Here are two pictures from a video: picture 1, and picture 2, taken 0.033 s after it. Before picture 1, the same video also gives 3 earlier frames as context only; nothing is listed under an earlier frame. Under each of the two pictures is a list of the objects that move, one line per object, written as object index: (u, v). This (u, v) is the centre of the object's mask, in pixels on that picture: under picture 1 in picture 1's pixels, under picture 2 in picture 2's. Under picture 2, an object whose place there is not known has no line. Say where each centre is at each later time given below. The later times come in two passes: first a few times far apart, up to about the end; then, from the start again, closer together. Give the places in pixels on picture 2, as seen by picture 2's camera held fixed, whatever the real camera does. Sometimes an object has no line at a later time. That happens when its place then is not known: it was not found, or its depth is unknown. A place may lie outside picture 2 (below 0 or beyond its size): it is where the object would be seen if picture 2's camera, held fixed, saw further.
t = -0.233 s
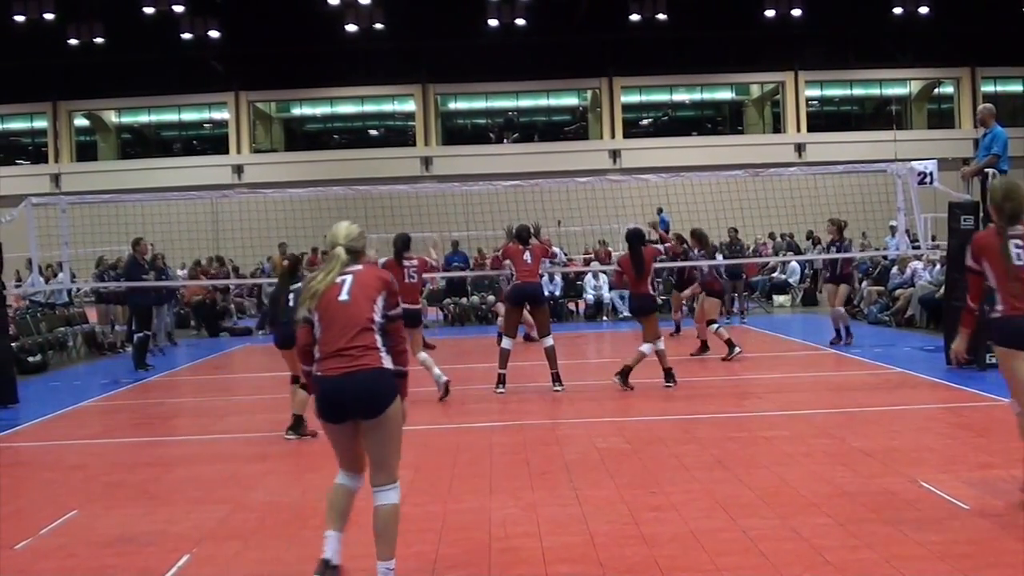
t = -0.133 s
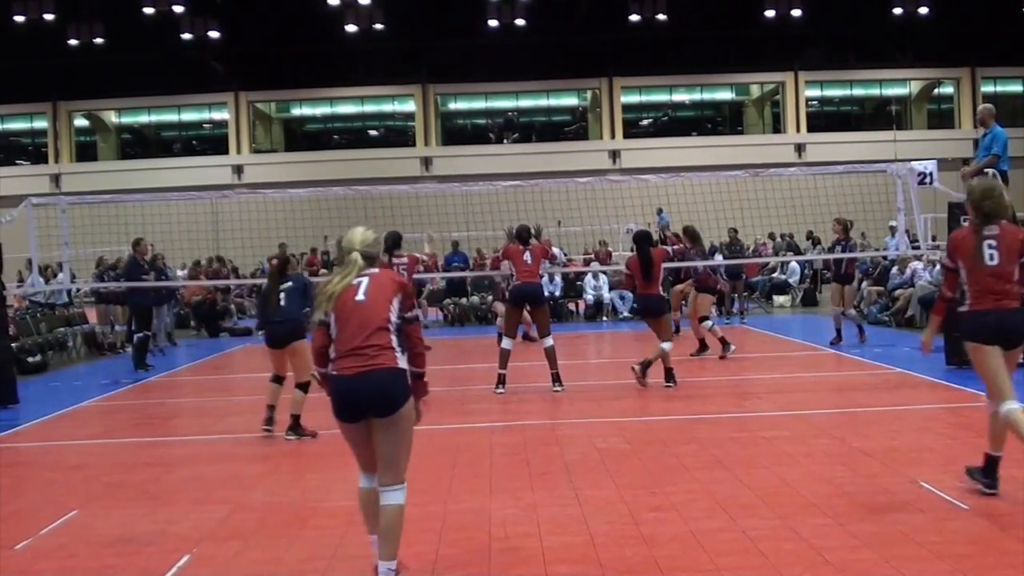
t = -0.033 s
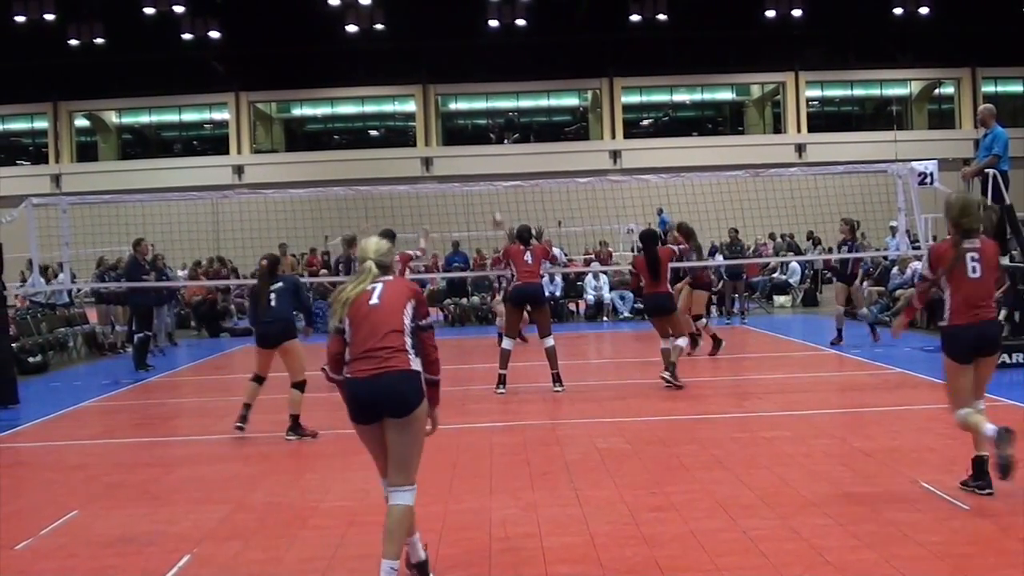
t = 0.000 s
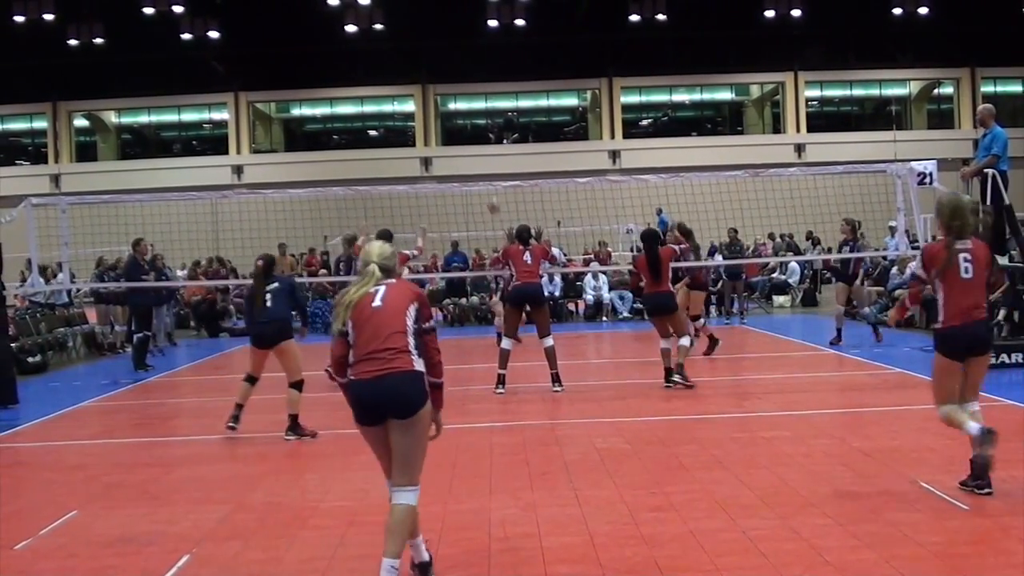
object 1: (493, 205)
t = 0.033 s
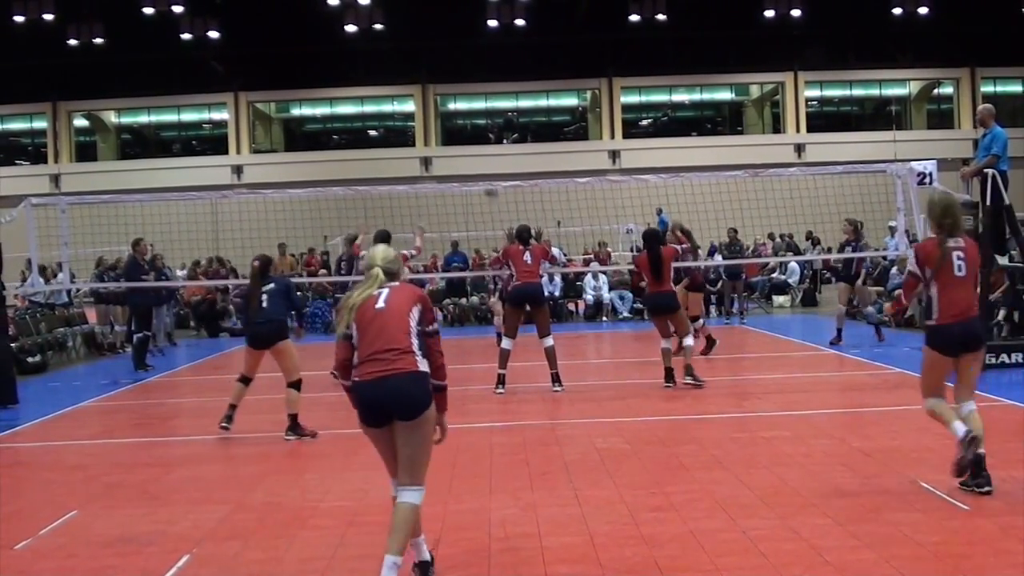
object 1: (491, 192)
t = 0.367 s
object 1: (461, 71)
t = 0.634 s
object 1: (439, 27)
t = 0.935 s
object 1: (414, 35)
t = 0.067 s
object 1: (489, 175)
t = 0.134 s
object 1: (482, 147)
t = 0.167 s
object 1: (479, 134)
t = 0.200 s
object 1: (478, 122)
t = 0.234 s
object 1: (473, 111)
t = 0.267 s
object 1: (471, 98)
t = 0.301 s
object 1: (468, 88)
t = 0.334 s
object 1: (464, 78)
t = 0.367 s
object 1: (461, 71)
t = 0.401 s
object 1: (458, 63)
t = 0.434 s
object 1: (455, 55)
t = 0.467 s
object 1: (453, 48)
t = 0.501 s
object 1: (450, 43)
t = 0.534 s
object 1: (447, 38)
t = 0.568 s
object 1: (444, 33)
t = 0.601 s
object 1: (441, 29)
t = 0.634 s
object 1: (439, 27)
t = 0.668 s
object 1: (436, 24)
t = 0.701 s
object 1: (433, 22)
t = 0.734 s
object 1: (430, 22)
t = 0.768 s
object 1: (428, 22)
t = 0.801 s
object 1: (425, 23)
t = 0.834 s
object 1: (422, 24)
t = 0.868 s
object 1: (419, 27)
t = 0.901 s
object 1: (416, 30)
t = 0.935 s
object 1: (414, 35)
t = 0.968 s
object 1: (411, 39)
